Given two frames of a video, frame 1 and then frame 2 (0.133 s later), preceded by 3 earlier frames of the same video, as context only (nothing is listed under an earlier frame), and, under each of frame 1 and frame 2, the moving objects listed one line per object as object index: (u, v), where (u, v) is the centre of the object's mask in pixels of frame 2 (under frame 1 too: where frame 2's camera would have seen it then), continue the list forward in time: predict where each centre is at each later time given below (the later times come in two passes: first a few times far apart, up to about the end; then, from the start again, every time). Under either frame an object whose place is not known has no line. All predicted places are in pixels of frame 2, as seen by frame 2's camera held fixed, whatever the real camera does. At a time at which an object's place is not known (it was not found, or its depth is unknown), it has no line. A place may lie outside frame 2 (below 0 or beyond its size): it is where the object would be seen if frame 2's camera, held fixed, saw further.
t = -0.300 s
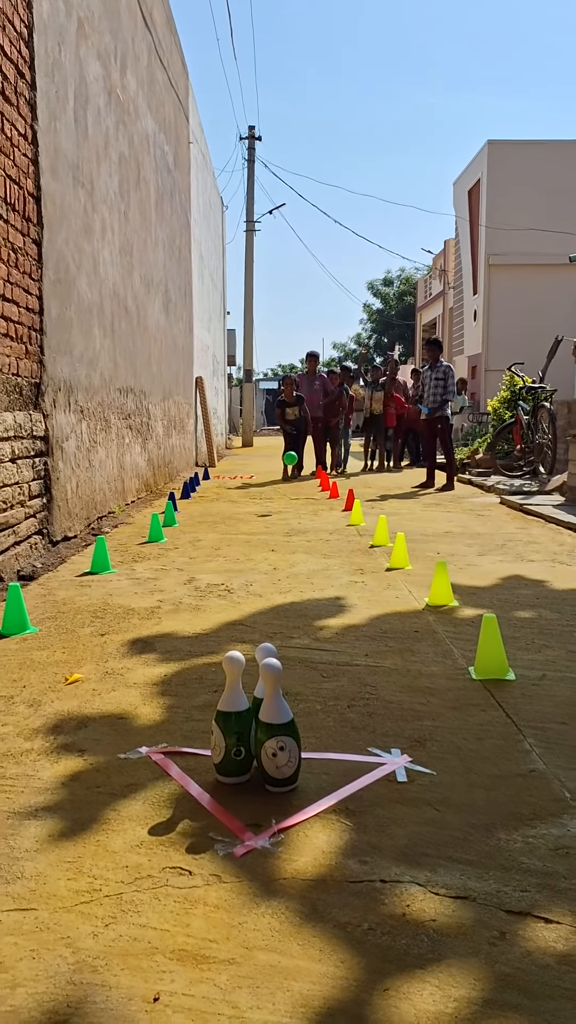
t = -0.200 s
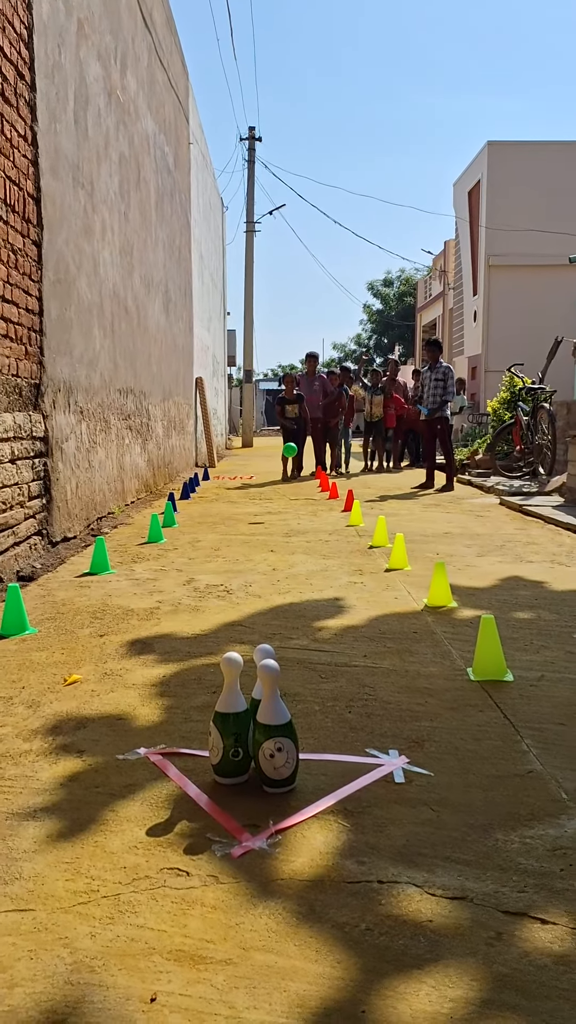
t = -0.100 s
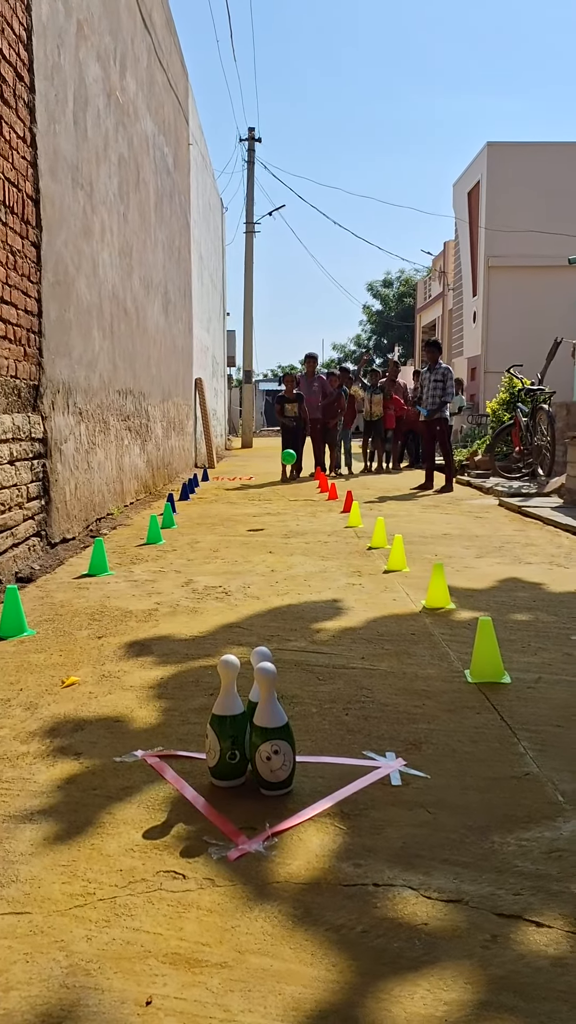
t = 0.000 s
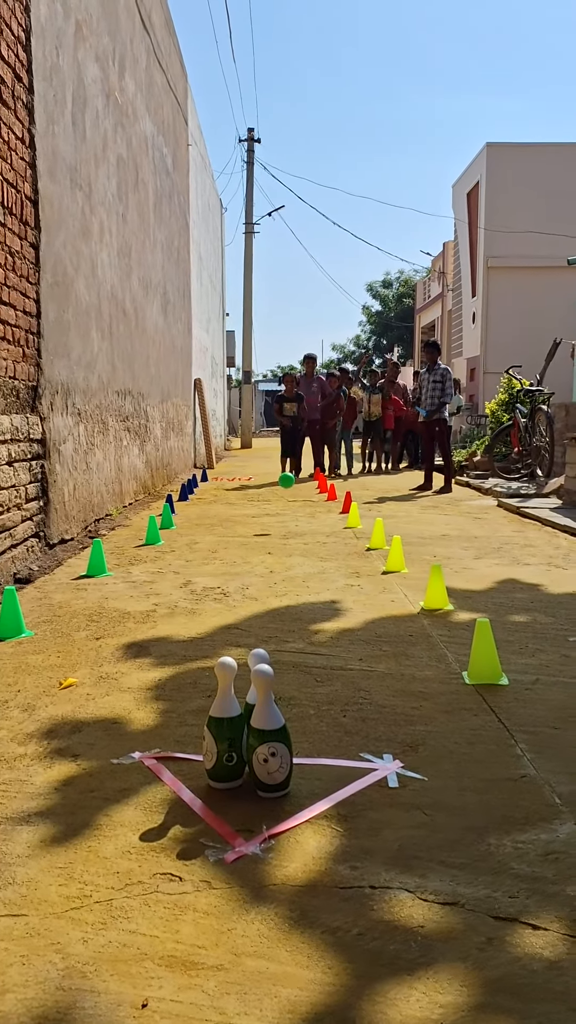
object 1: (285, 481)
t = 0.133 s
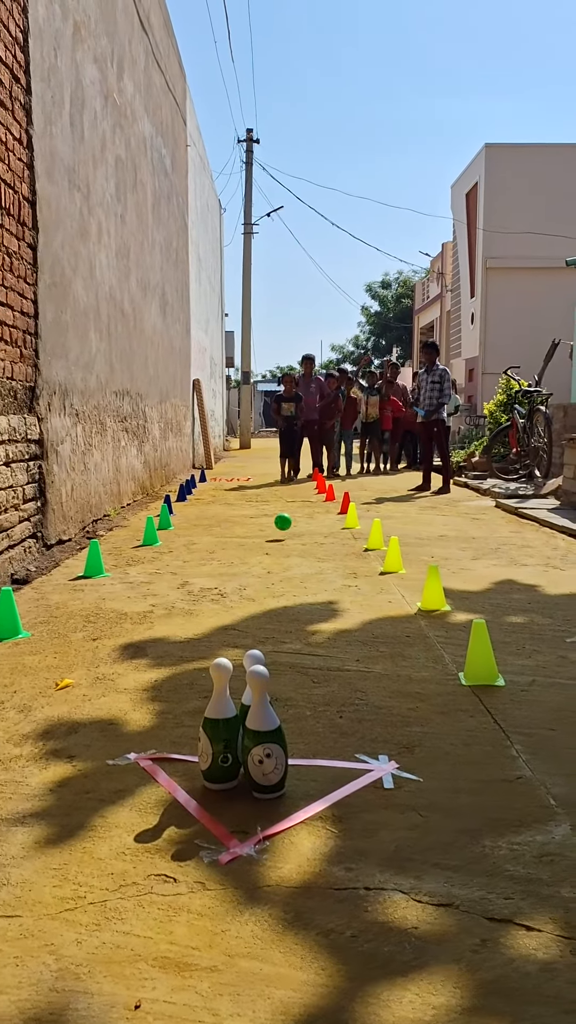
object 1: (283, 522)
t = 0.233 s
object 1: (284, 496)
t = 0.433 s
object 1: (287, 498)
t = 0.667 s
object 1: (294, 562)
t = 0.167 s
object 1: (283, 512)
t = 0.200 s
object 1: (284, 503)
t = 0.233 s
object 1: (284, 496)
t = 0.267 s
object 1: (285, 491)
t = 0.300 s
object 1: (285, 488)
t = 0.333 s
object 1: (286, 487)
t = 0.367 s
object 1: (286, 488)
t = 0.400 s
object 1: (287, 491)
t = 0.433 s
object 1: (287, 498)
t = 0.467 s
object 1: (288, 507)
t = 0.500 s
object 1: (289, 518)
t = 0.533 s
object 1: (290, 533)
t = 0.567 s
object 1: (290, 551)
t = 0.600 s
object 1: (291, 572)
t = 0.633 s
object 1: (293, 569)
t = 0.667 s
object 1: (294, 562)
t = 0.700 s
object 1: (296, 557)
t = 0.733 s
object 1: (297, 556)
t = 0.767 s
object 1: (299, 557)
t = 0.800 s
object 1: (300, 561)
